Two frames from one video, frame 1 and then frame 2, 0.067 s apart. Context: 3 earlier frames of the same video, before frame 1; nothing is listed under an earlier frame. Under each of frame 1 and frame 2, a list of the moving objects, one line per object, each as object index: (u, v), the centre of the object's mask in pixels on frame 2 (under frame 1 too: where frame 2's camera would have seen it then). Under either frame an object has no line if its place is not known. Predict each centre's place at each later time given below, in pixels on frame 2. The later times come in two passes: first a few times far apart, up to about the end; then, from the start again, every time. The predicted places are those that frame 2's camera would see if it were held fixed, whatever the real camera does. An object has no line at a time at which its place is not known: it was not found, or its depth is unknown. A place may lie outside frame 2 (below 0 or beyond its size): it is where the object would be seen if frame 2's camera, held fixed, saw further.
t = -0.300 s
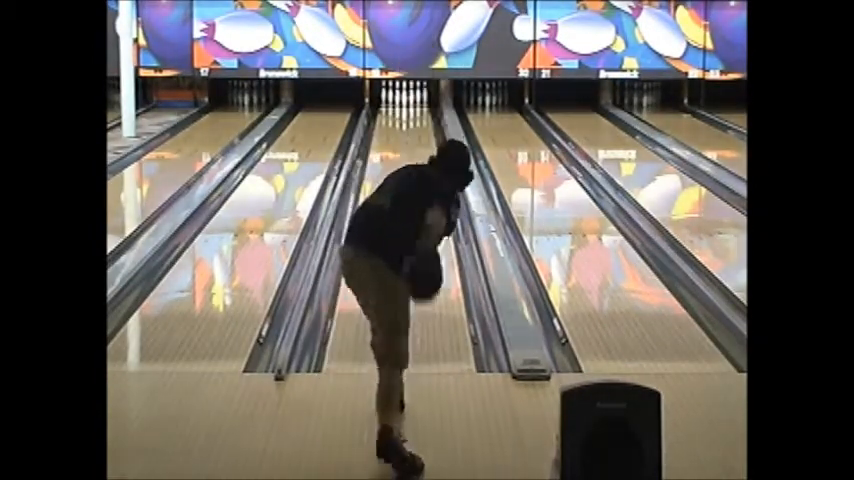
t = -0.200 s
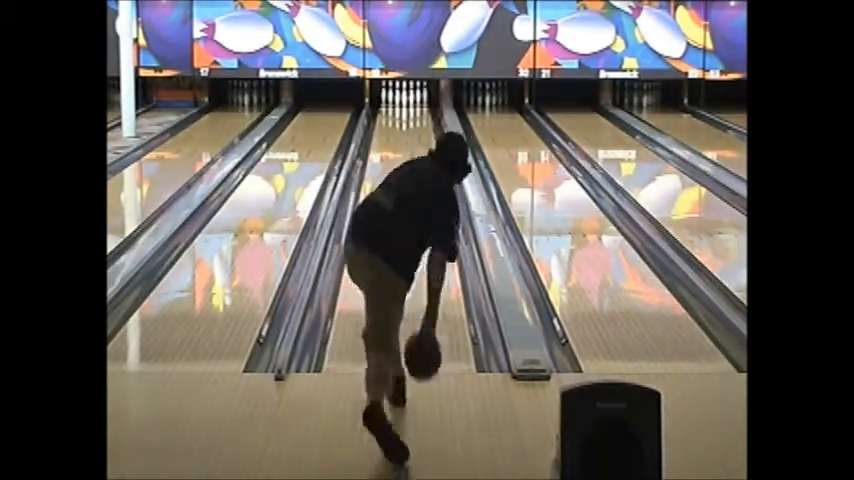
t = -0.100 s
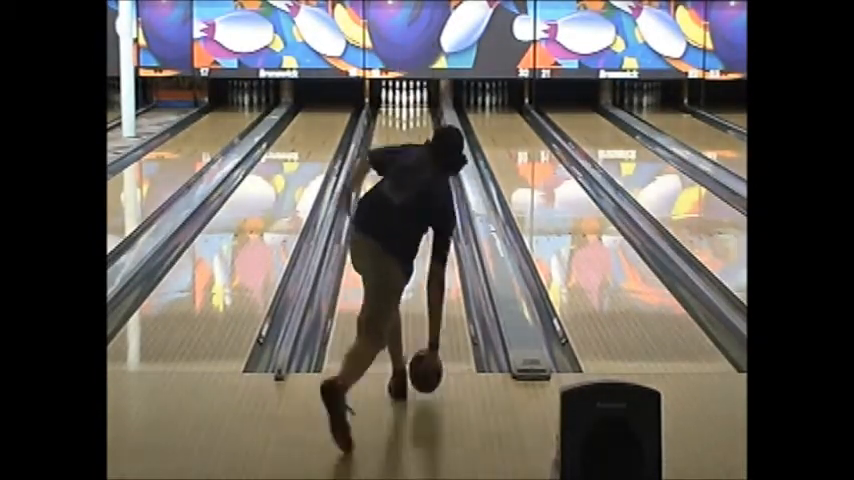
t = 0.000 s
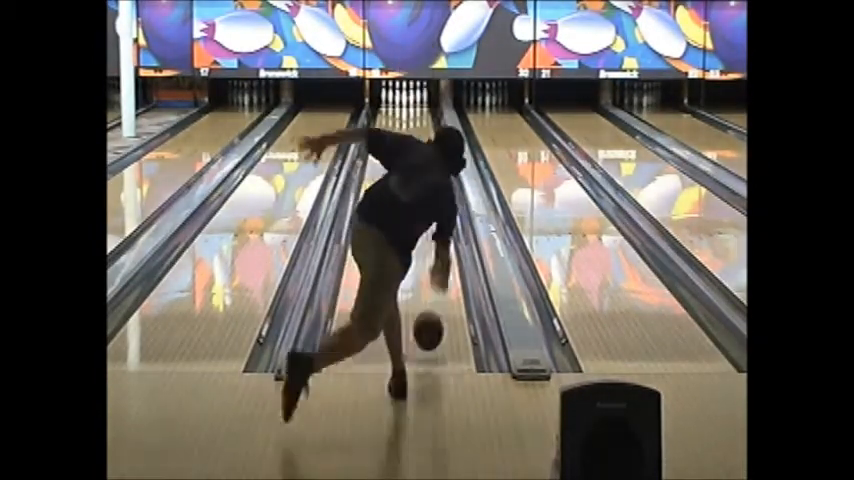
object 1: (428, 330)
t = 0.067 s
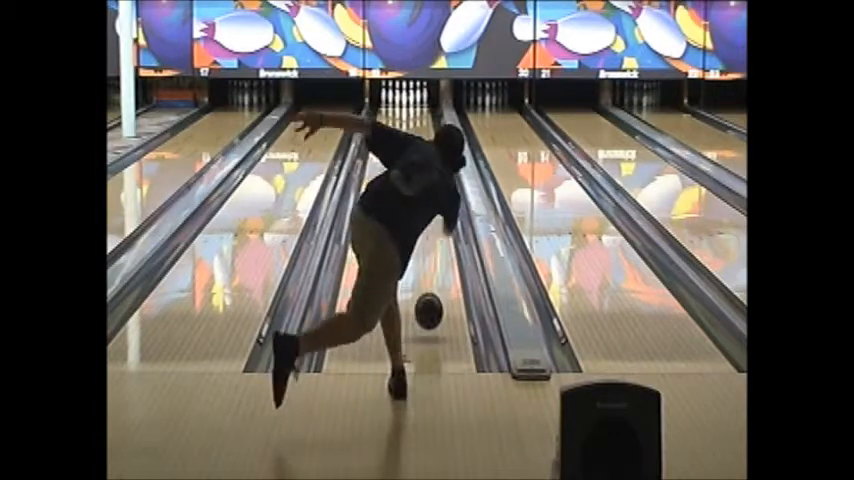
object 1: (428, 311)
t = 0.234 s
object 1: (430, 277)
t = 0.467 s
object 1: (432, 232)
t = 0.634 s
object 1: (432, 209)
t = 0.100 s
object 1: (429, 305)
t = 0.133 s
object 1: (429, 302)
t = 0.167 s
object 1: (429, 293)
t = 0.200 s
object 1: (430, 284)
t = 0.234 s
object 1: (430, 277)
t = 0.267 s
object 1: (430, 269)
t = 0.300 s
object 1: (430, 262)
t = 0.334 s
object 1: (431, 256)
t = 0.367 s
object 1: (431, 249)
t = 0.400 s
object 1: (431, 243)
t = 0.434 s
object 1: (432, 237)
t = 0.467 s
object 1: (432, 232)
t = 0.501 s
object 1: (432, 226)
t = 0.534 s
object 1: (431, 222)
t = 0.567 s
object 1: (432, 217)
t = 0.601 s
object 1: (432, 213)
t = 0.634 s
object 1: (432, 209)
